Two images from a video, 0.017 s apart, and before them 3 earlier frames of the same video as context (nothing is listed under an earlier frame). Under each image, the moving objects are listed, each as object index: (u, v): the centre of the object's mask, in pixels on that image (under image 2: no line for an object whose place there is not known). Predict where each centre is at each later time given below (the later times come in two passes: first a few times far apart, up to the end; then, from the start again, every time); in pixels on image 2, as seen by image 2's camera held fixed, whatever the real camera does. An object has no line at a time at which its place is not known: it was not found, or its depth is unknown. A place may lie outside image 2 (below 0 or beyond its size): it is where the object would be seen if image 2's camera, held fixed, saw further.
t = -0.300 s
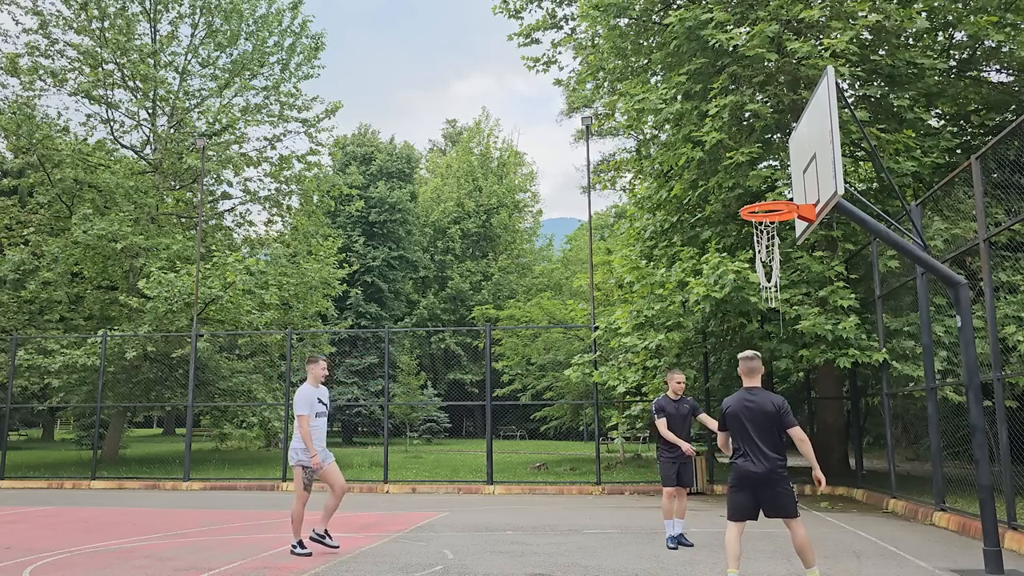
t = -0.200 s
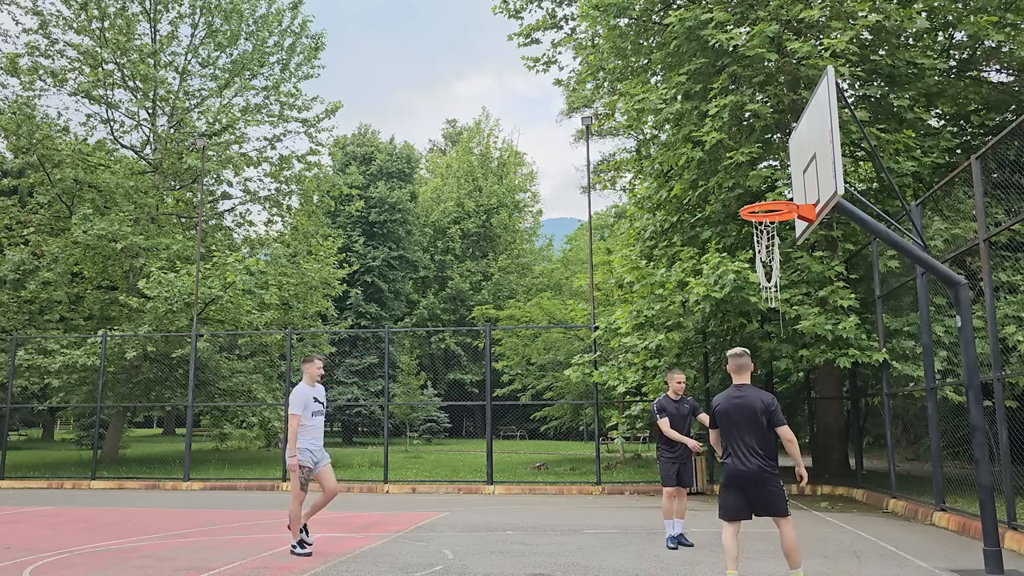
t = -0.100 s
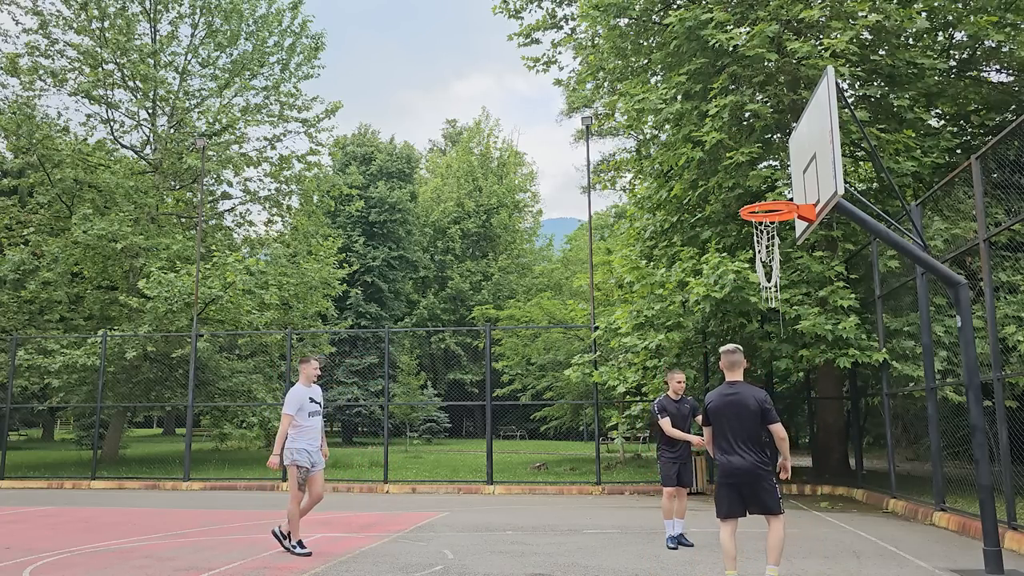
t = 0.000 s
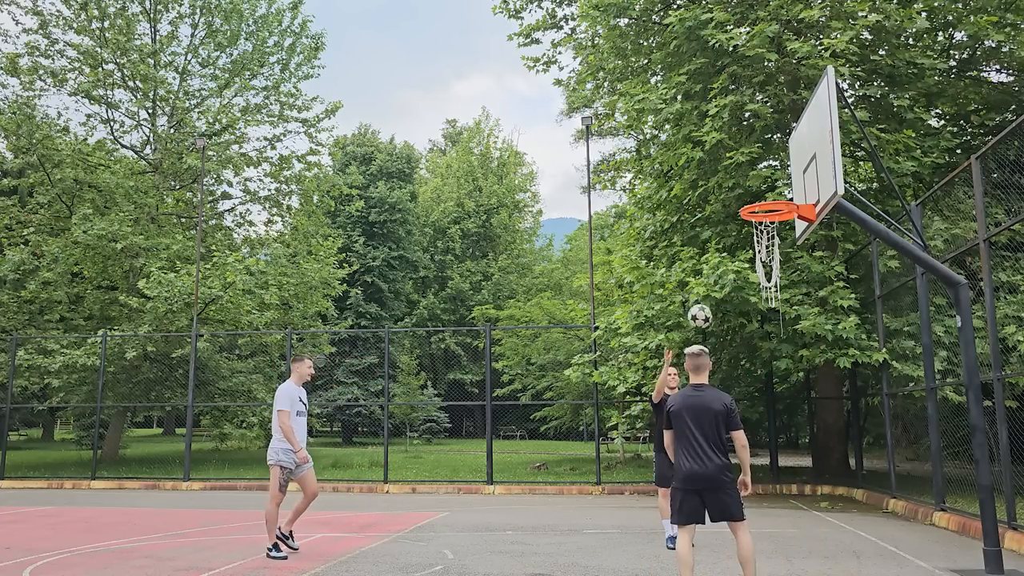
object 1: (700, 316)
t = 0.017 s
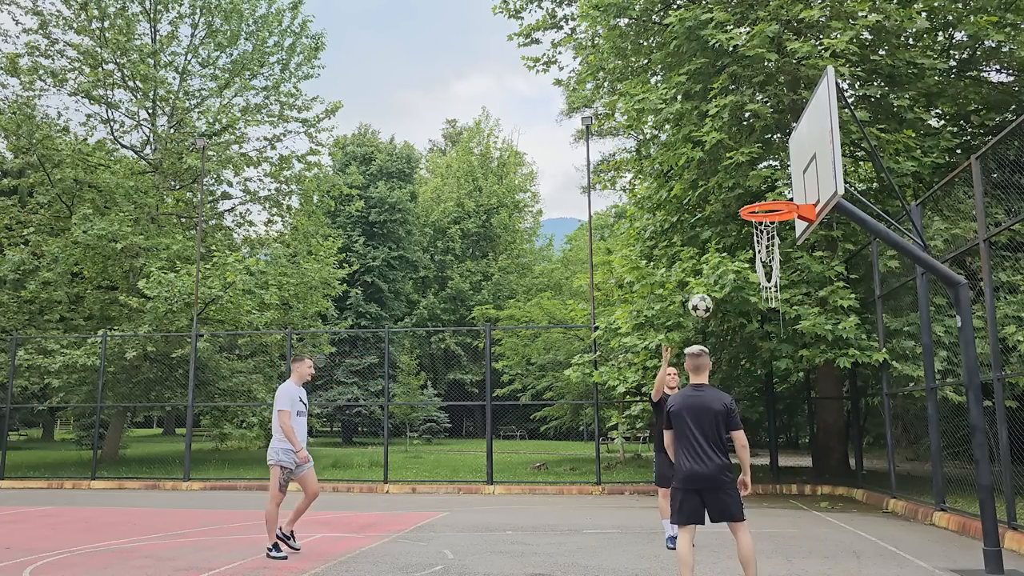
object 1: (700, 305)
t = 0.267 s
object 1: (713, 177)
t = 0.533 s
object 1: (733, 107)
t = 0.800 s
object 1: (761, 113)
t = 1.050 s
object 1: (797, 205)
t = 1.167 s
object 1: (819, 286)
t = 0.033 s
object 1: (701, 295)
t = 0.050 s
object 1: (701, 285)
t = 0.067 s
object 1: (702, 275)
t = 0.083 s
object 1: (703, 266)
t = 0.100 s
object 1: (704, 256)
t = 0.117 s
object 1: (704, 247)
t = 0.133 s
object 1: (705, 238)
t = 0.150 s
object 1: (706, 229)
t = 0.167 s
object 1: (707, 221)
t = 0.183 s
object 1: (708, 213)
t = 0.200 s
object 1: (709, 206)
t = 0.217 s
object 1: (710, 198)
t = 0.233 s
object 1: (711, 191)
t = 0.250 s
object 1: (712, 184)
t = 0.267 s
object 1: (713, 177)
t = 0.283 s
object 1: (714, 171)
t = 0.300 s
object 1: (715, 165)
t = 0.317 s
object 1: (716, 159)
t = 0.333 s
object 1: (717, 153)
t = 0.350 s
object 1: (718, 148)
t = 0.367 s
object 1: (719, 143)
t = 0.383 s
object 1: (721, 138)
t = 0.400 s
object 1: (722, 134)
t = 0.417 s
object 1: (723, 129)
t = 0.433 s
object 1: (724, 126)
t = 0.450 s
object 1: (726, 122)
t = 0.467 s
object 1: (727, 119)
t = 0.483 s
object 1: (729, 115)
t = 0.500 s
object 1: (730, 112)
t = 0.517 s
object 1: (731, 110)
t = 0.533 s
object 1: (733, 107)
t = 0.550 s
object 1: (734, 105)
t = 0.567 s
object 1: (736, 104)
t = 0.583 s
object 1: (737, 102)
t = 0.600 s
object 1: (739, 101)
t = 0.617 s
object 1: (740, 100)
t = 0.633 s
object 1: (742, 100)
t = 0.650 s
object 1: (744, 100)
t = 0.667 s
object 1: (745, 100)
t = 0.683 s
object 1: (747, 100)
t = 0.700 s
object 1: (749, 101)
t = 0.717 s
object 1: (751, 102)
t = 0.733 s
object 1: (753, 103)
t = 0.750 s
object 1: (755, 105)
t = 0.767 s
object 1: (757, 107)
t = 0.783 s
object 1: (759, 110)
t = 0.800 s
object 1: (761, 113)
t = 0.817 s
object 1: (762, 116)
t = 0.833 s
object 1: (765, 120)
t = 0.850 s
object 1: (767, 124)
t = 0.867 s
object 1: (769, 128)
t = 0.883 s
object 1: (772, 133)
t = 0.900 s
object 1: (774, 138)
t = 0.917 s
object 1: (776, 144)
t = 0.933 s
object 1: (779, 150)
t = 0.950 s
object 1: (781, 156)
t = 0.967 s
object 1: (784, 164)
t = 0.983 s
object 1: (786, 171)
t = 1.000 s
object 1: (788, 179)
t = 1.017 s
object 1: (792, 187)
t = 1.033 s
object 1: (794, 196)
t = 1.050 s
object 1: (797, 205)
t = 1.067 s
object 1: (801, 215)
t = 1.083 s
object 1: (803, 226)
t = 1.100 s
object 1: (807, 236)
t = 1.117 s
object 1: (810, 247)
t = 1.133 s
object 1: (813, 259)
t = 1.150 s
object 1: (816, 272)
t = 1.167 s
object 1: (819, 286)
